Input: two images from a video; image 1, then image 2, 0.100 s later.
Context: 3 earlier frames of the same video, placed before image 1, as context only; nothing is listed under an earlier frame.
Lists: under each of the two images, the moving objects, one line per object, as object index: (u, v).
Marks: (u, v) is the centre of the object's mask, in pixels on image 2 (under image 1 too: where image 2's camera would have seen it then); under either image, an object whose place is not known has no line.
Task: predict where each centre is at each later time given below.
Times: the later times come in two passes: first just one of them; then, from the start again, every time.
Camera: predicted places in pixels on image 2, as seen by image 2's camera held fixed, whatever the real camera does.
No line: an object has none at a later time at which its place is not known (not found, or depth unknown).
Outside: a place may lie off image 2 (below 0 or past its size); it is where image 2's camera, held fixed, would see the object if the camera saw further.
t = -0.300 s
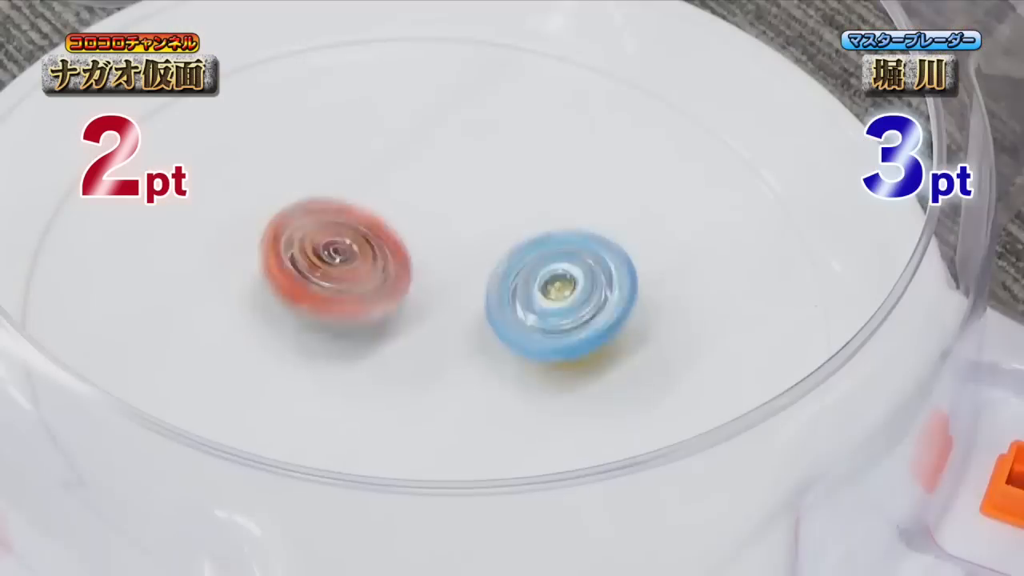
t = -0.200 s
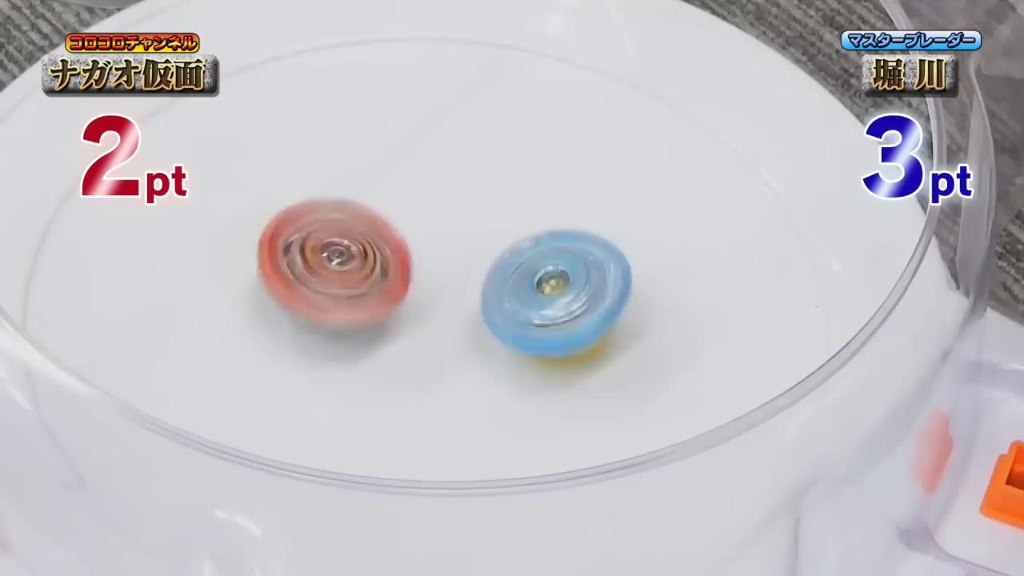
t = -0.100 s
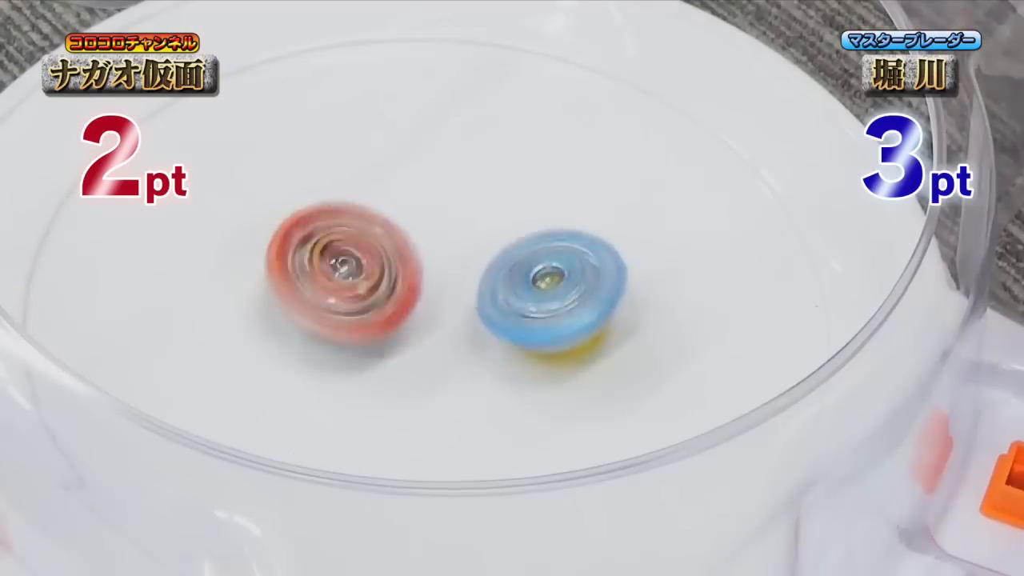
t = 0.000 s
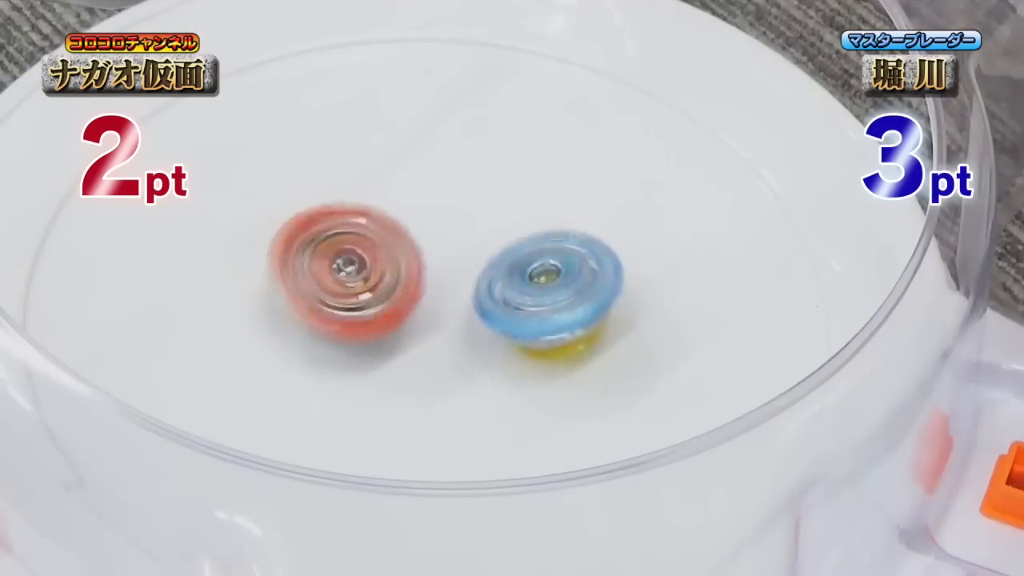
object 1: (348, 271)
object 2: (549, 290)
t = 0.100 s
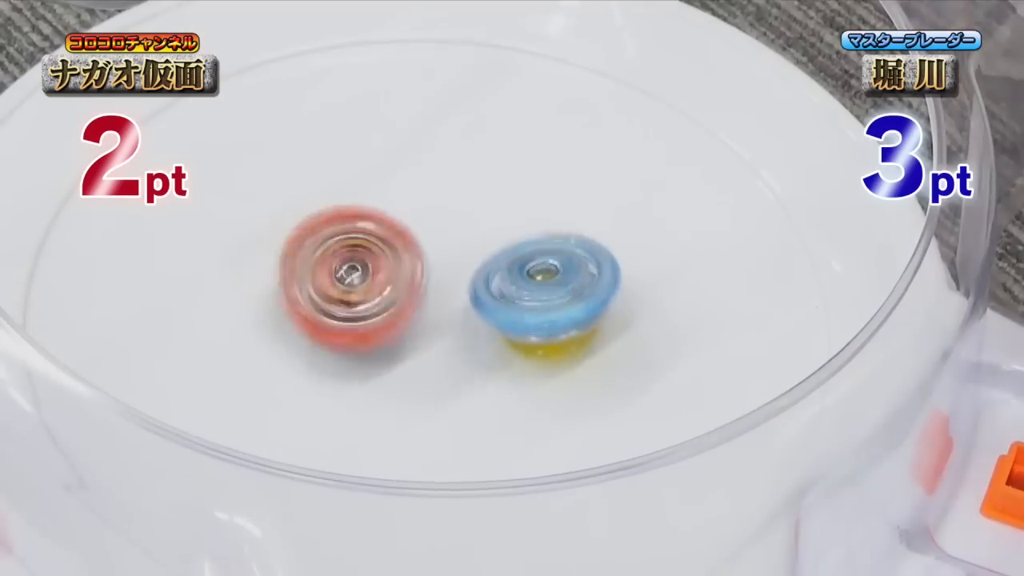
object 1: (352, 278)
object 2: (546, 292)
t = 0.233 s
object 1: (368, 283)
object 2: (538, 293)
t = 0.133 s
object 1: (353, 277)
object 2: (544, 292)
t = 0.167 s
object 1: (358, 276)
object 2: (543, 294)
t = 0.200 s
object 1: (364, 279)
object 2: (541, 294)
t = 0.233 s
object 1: (368, 283)
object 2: (538, 293)
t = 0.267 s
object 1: (369, 286)
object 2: (535, 294)
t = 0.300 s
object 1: (369, 287)
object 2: (533, 294)
